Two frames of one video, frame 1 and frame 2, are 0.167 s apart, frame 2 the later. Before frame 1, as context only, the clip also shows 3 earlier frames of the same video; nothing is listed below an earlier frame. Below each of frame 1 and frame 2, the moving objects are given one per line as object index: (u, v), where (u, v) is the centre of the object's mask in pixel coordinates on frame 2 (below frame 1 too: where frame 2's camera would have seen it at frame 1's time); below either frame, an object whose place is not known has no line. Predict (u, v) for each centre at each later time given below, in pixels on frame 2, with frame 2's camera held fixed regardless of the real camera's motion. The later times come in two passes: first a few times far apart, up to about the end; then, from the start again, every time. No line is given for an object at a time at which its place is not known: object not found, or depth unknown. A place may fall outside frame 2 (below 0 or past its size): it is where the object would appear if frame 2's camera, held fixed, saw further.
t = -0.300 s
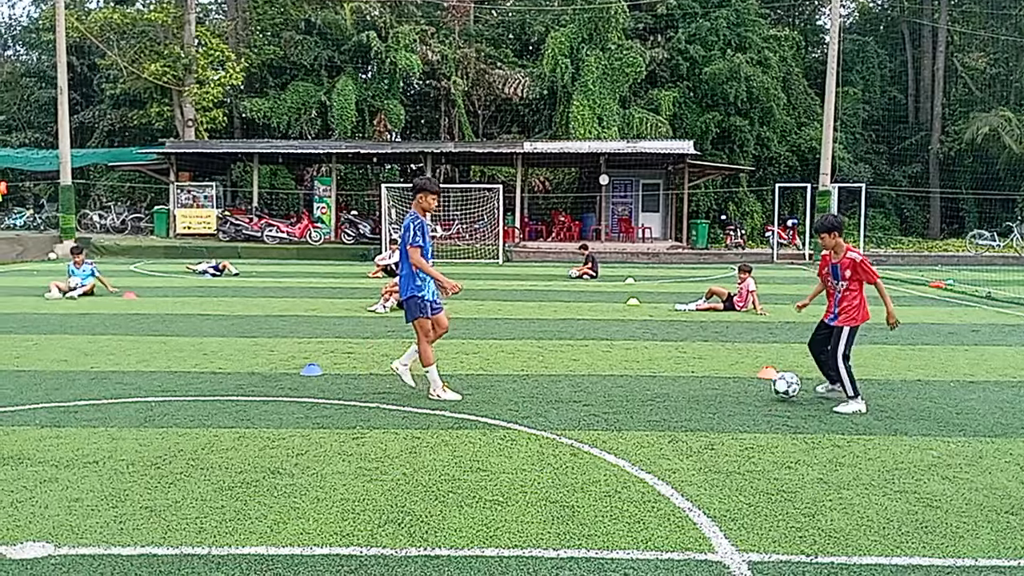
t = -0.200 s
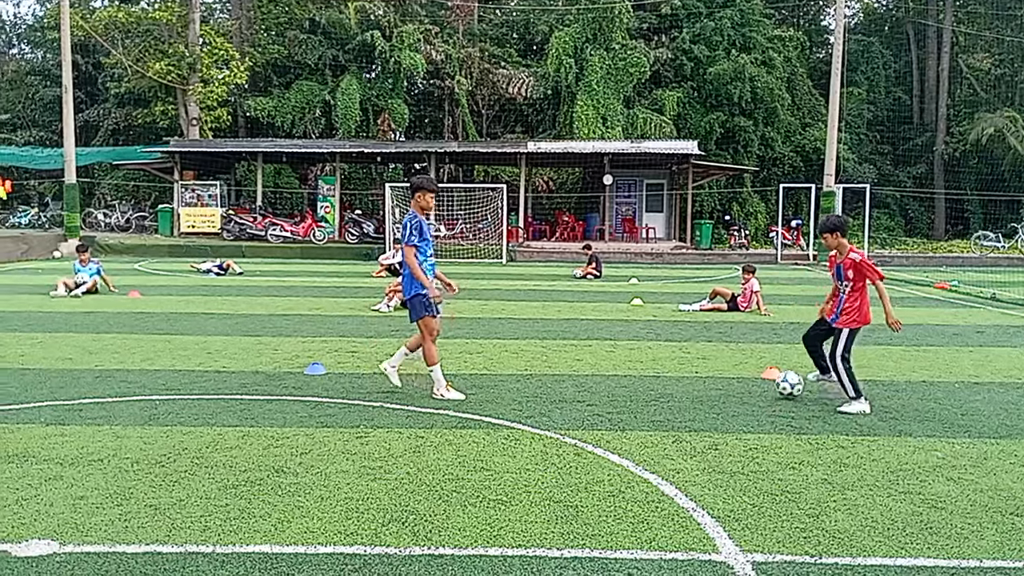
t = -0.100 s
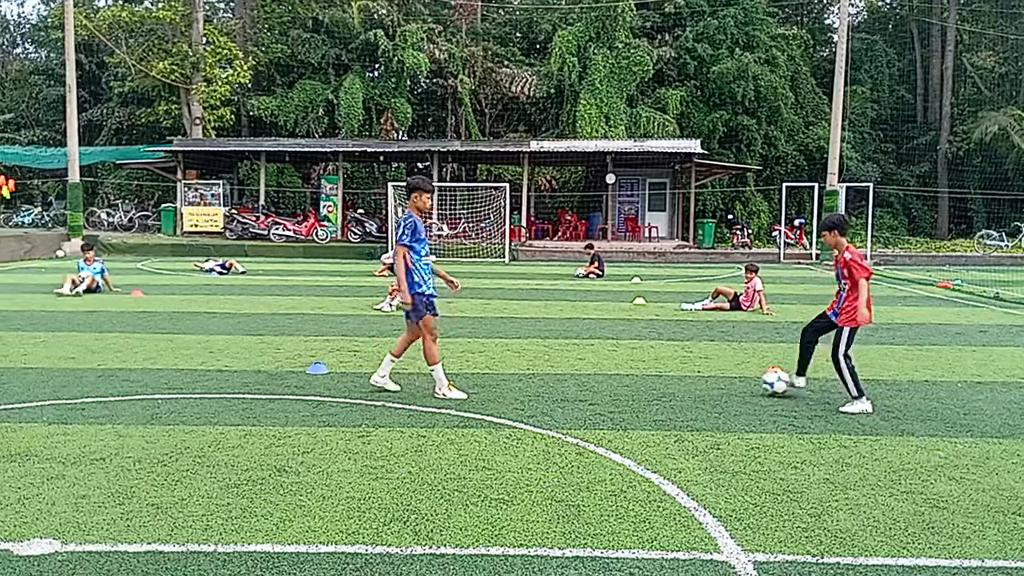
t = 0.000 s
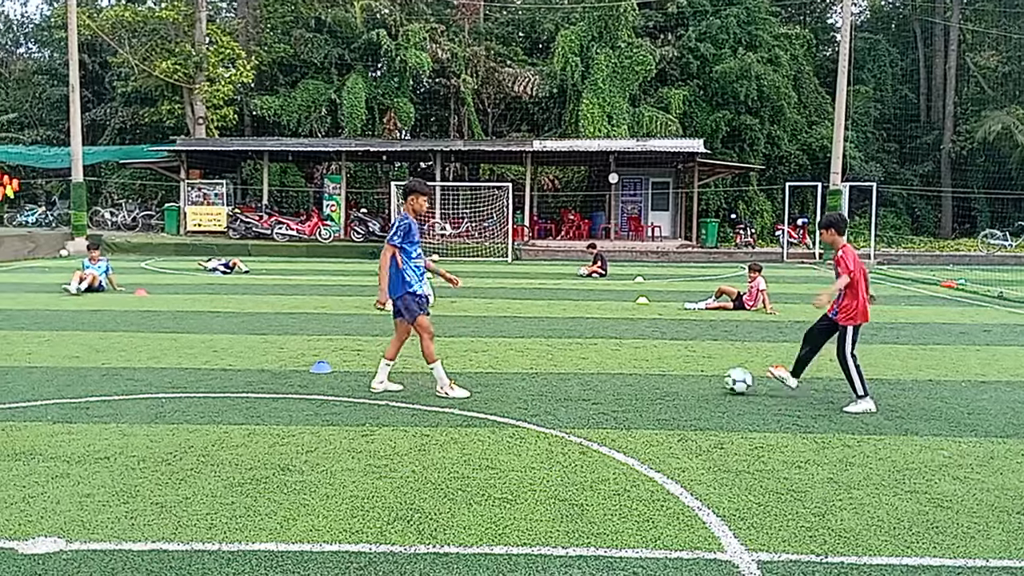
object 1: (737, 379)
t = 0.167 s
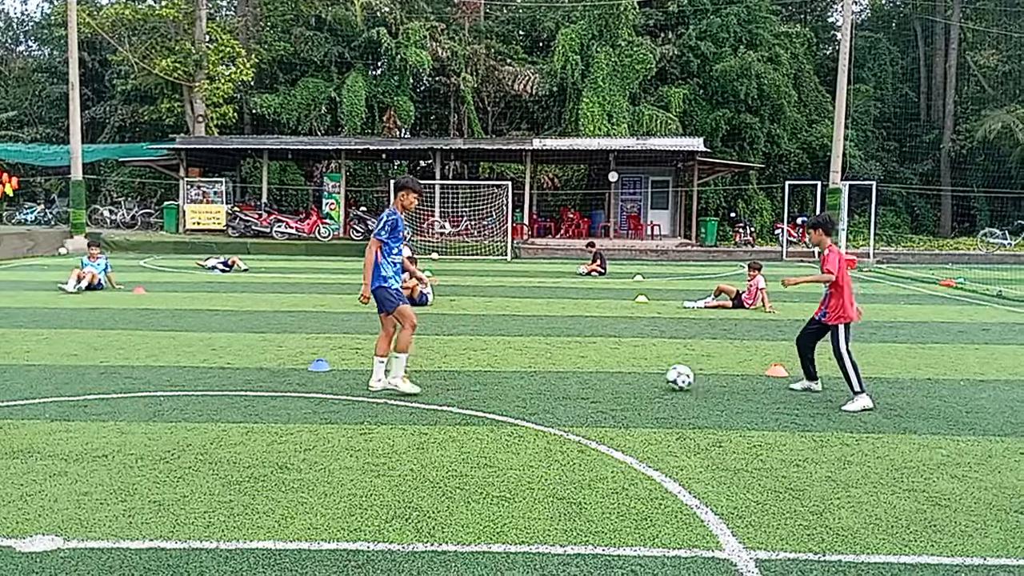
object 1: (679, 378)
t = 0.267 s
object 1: (653, 376)
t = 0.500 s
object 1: (601, 372)
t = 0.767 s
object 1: (546, 369)
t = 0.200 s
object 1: (670, 377)
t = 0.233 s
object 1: (662, 376)
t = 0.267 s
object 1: (653, 376)
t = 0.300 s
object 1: (647, 375)
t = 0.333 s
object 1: (639, 375)
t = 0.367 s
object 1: (632, 374)
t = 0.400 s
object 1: (623, 374)
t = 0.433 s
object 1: (616, 373)
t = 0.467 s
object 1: (608, 373)
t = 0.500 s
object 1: (601, 372)
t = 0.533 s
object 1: (593, 372)
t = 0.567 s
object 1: (586, 371)
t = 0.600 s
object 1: (579, 371)
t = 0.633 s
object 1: (572, 370)
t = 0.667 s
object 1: (566, 370)
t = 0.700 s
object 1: (560, 370)
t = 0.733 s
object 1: (553, 369)
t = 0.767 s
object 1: (546, 369)
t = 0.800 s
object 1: (540, 368)
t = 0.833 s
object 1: (533, 368)
